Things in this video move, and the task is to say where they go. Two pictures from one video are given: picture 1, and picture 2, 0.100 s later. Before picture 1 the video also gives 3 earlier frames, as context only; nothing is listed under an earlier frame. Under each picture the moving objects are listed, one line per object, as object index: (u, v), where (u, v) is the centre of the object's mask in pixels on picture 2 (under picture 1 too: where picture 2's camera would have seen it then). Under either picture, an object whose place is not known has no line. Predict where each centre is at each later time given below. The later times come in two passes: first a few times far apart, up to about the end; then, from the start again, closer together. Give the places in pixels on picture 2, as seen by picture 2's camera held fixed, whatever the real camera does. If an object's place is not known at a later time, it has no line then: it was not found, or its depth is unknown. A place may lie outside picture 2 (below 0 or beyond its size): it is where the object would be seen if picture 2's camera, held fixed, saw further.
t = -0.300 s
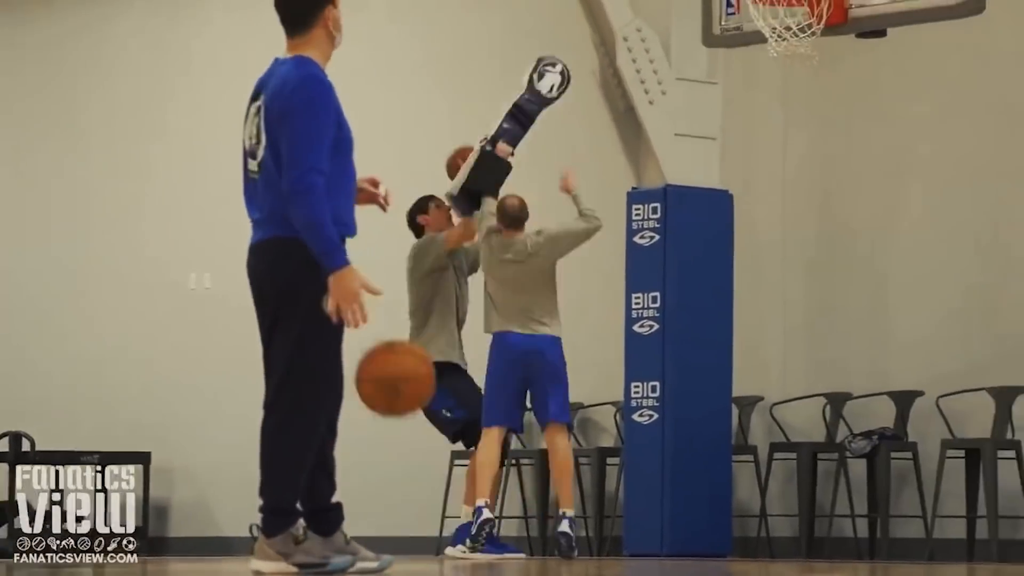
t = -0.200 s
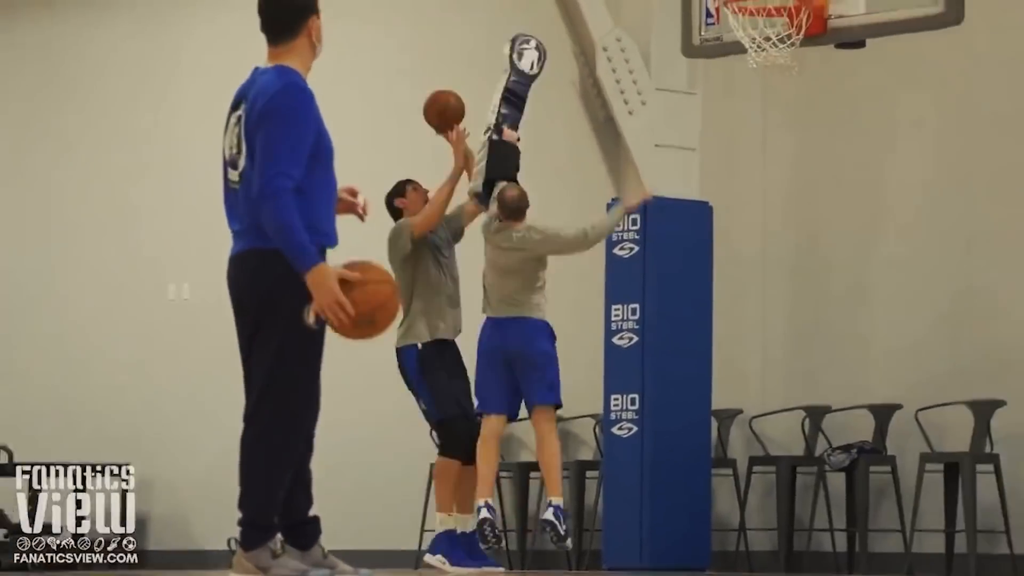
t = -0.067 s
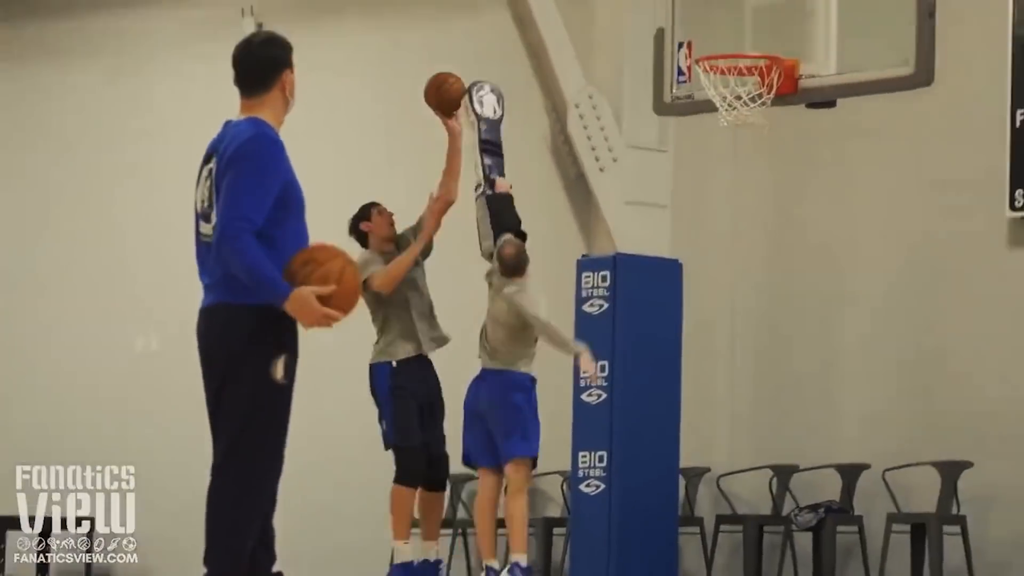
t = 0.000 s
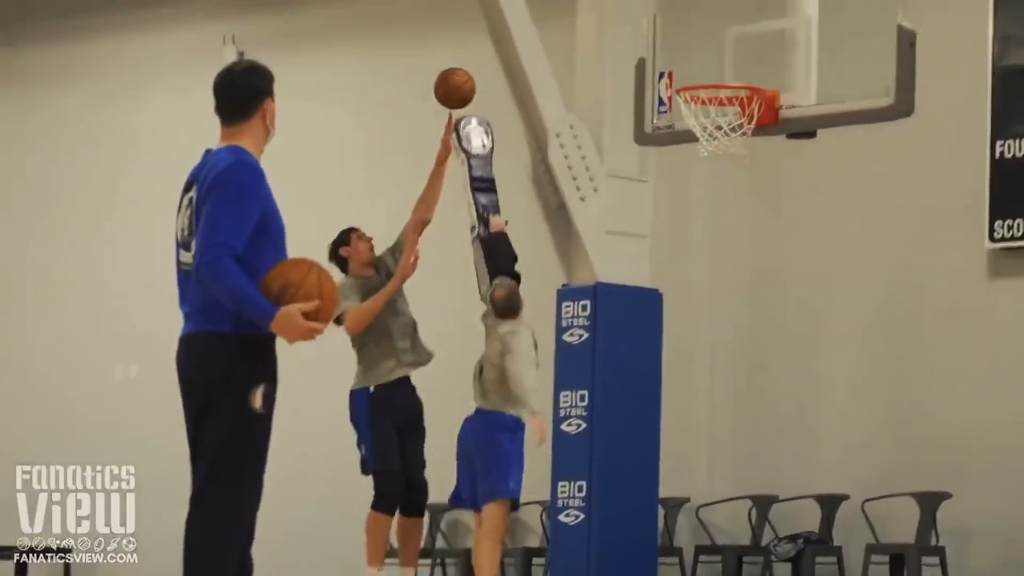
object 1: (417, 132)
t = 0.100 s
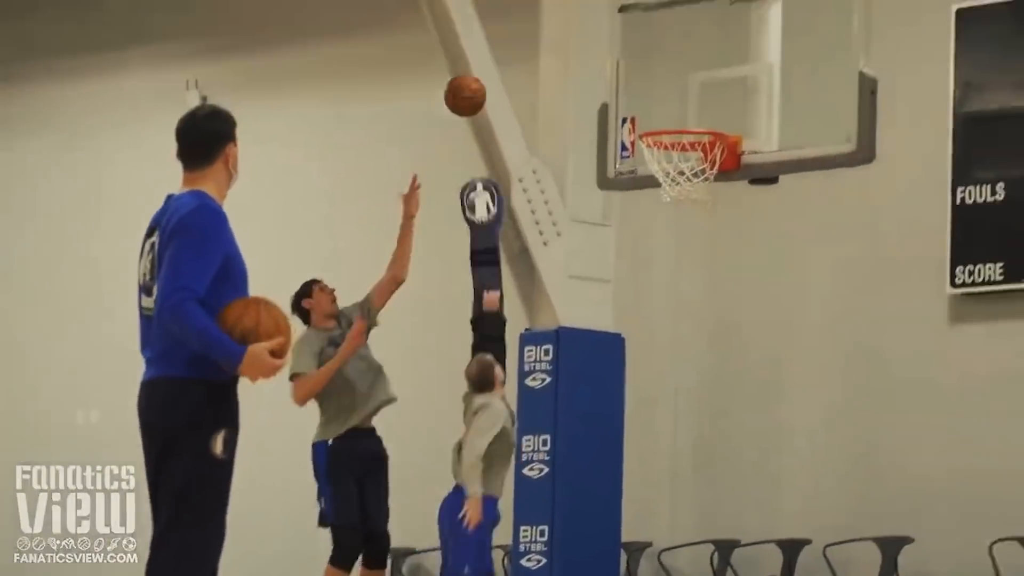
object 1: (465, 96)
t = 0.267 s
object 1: (545, 72)
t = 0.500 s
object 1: (657, 118)
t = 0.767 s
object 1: (661, 123)
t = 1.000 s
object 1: (687, 143)
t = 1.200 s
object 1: (693, 179)
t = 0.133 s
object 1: (481, 87)
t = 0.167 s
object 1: (497, 79)
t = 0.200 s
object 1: (514, 75)
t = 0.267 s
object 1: (545, 72)
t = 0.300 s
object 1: (561, 72)
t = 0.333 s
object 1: (577, 75)
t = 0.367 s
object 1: (593, 81)
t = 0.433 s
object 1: (625, 96)
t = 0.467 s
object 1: (641, 107)
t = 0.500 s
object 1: (657, 118)
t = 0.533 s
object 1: (670, 120)
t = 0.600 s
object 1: (695, 126)
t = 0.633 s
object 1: (703, 129)
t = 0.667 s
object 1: (695, 127)
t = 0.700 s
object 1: (683, 122)
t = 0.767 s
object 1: (661, 123)
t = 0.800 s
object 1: (664, 121)
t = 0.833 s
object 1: (669, 121)
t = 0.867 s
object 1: (674, 121)
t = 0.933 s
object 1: (684, 132)
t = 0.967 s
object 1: (686, 139)
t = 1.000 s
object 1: (687, 143)
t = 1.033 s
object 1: (691, 148)
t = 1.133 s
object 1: (695, 172)
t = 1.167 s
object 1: (695, 177)
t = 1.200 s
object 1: (693, 179)
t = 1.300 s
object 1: (684, 192)
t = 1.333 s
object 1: (682, 194)
